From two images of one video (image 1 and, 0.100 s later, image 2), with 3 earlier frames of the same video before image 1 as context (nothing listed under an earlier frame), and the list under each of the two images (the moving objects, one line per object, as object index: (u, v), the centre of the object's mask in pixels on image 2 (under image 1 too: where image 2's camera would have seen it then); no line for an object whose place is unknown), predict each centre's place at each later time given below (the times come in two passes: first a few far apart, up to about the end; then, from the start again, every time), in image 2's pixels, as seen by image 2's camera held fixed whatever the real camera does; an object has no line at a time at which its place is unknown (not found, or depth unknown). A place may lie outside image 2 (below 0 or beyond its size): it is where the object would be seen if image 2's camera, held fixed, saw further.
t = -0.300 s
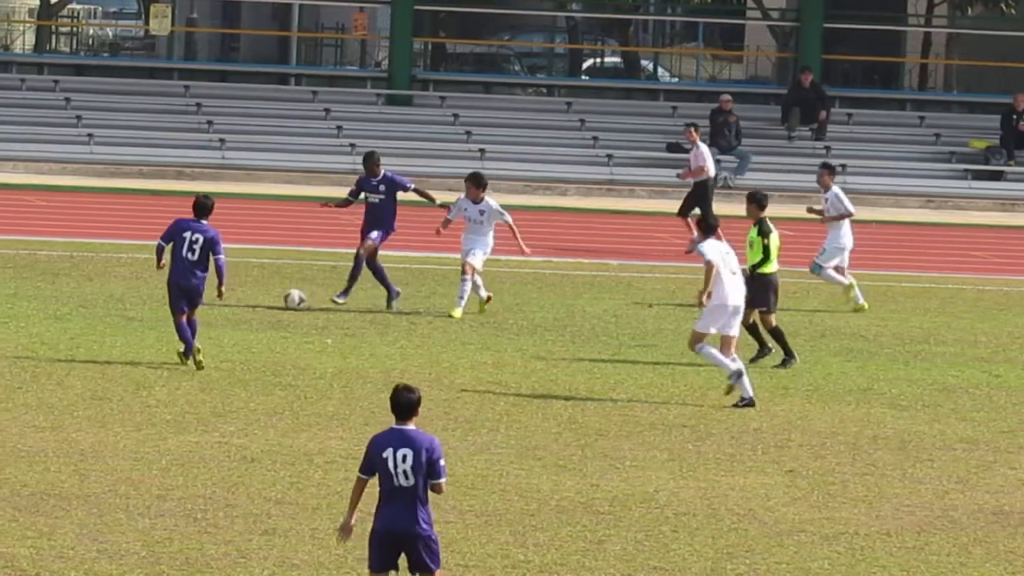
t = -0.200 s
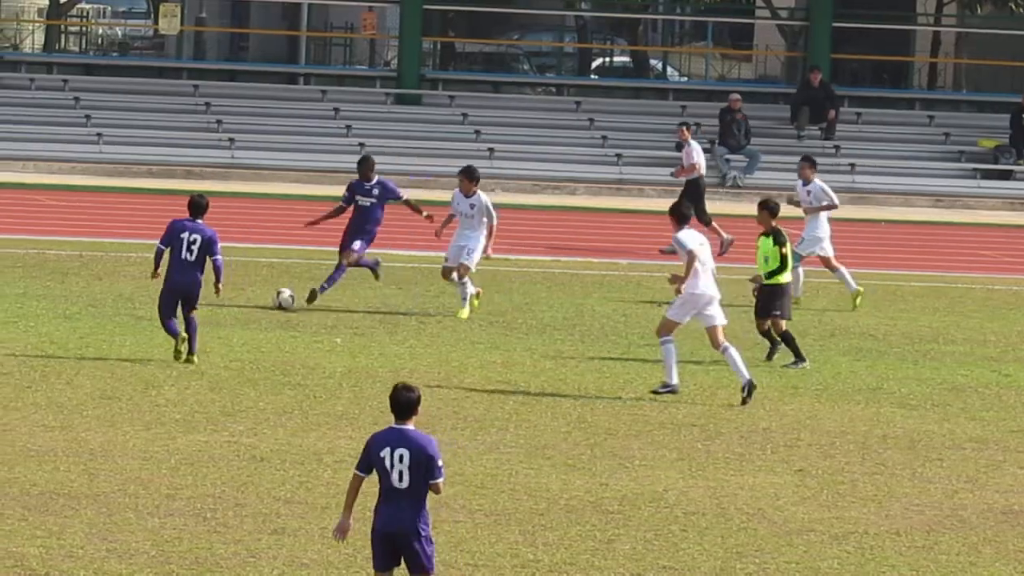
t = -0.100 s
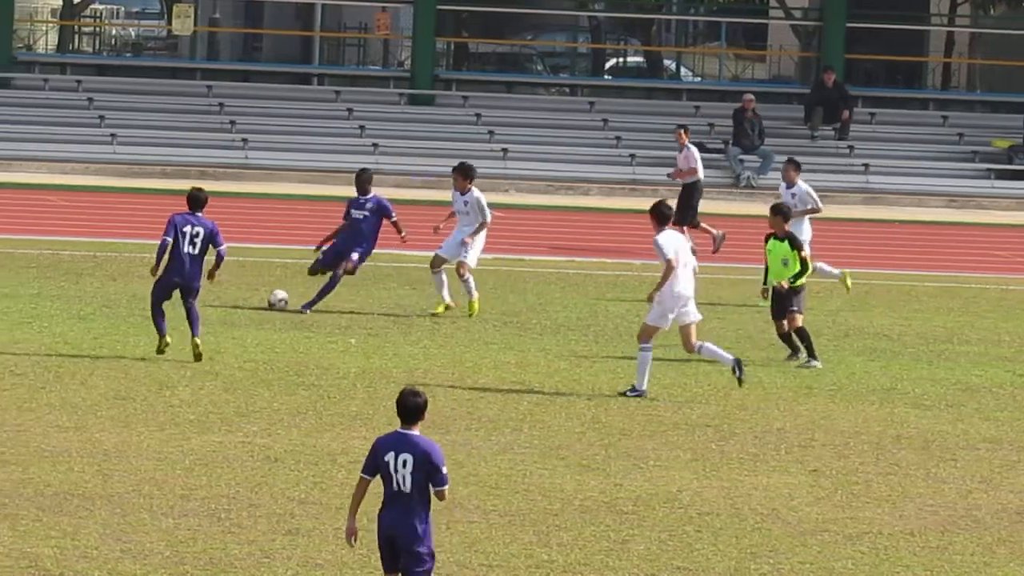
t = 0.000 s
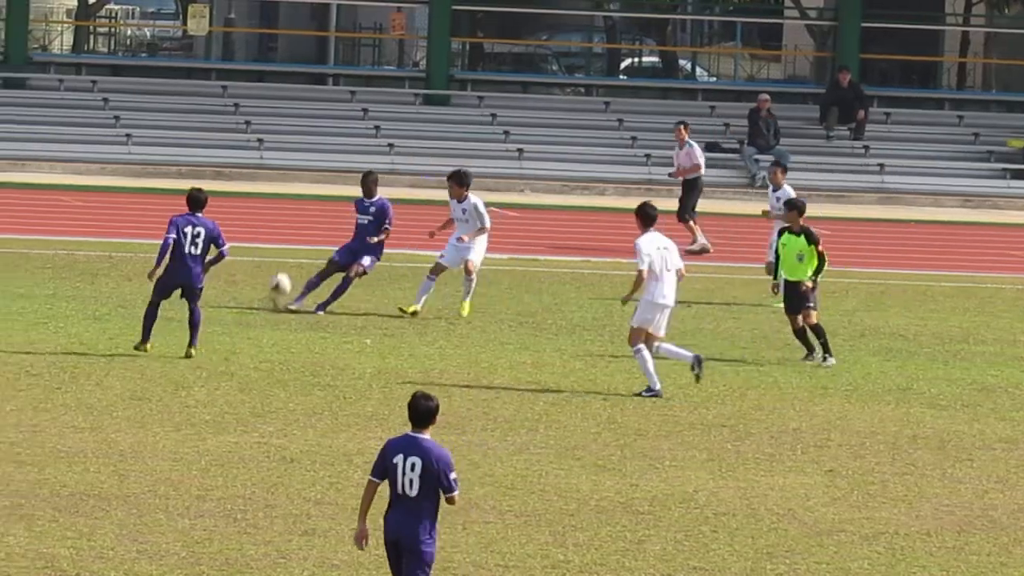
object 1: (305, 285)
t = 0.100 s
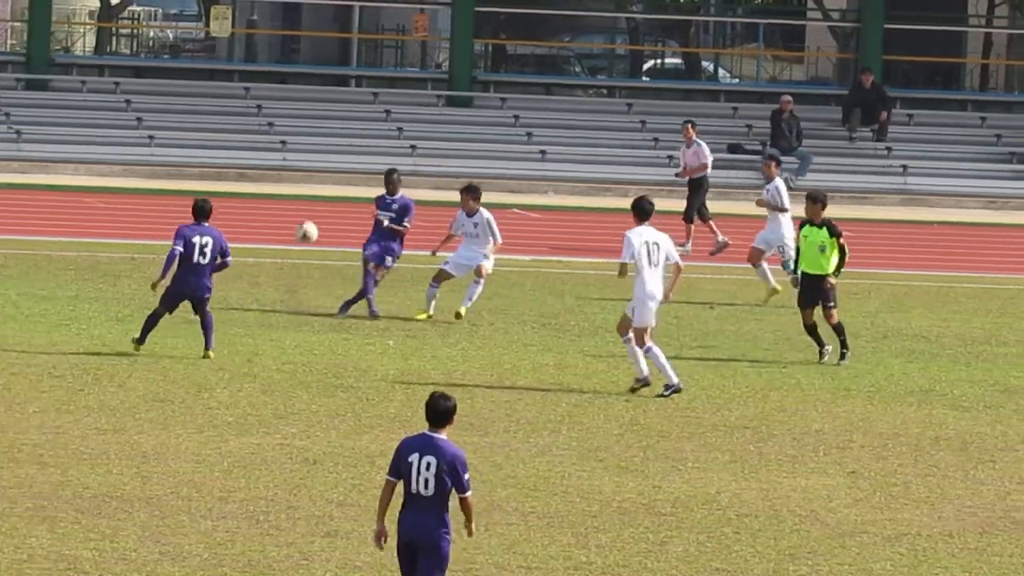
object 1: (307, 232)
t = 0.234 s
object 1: (313, 165)
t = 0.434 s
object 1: (325, 76)
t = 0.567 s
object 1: (335, 29)
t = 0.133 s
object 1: (309, 215)
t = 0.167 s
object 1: (310, 198)
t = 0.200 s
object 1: (312, 182)
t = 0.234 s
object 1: (313, 165)
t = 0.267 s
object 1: (315, 150)
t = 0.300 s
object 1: (317, 134)
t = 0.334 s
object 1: (319, 118)
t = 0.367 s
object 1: (321, 103)
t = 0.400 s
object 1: (322, 90)
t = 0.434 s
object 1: (325, 76)
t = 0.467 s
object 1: (327, 63)
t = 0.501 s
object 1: (329, 51)
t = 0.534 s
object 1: (332, 40)
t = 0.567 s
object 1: (335, 29)
